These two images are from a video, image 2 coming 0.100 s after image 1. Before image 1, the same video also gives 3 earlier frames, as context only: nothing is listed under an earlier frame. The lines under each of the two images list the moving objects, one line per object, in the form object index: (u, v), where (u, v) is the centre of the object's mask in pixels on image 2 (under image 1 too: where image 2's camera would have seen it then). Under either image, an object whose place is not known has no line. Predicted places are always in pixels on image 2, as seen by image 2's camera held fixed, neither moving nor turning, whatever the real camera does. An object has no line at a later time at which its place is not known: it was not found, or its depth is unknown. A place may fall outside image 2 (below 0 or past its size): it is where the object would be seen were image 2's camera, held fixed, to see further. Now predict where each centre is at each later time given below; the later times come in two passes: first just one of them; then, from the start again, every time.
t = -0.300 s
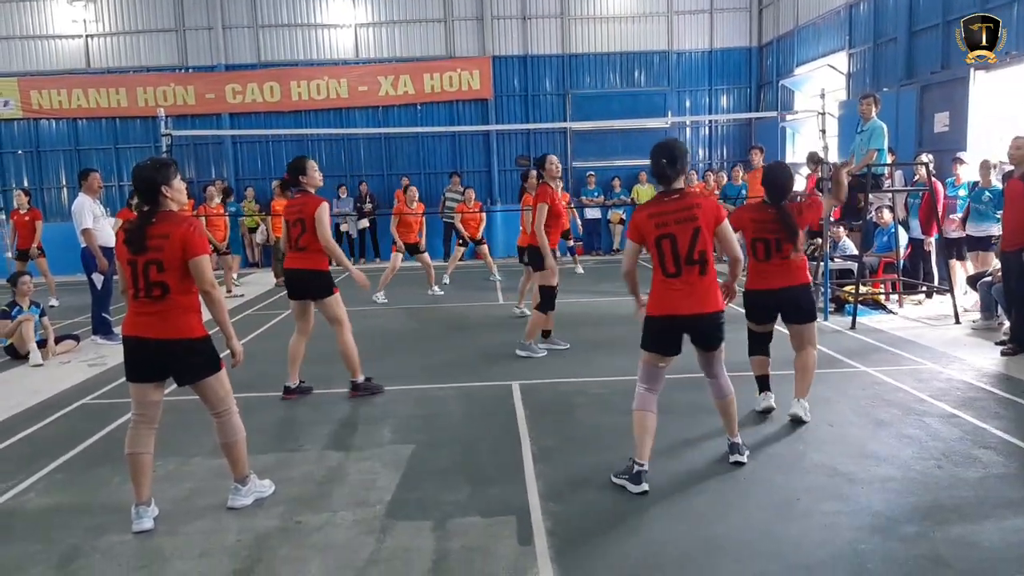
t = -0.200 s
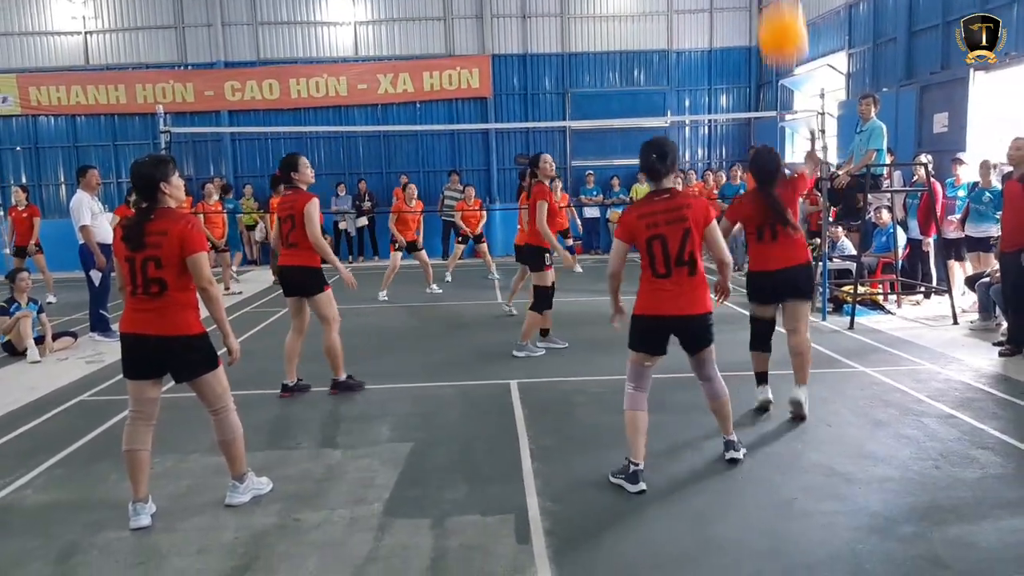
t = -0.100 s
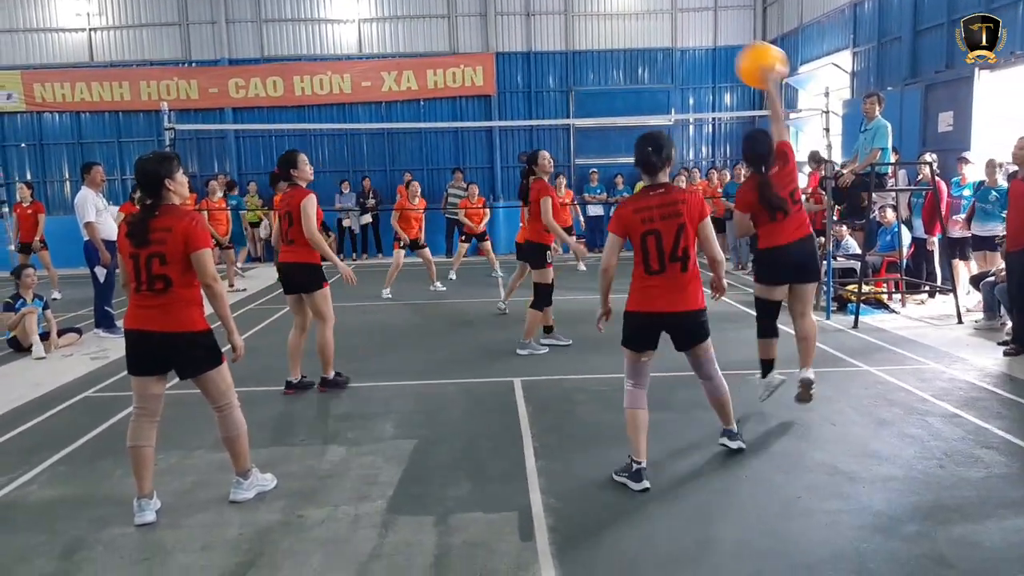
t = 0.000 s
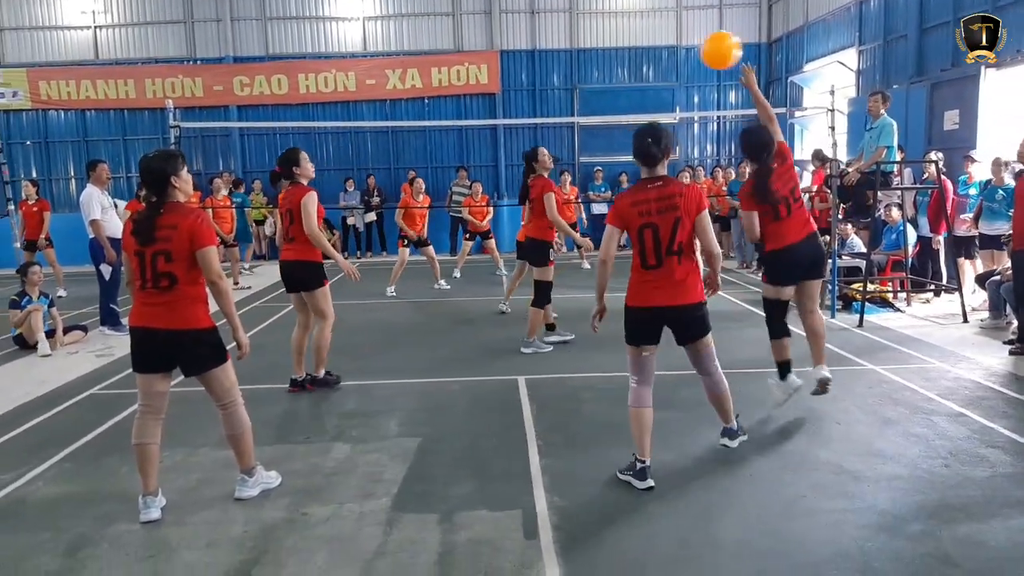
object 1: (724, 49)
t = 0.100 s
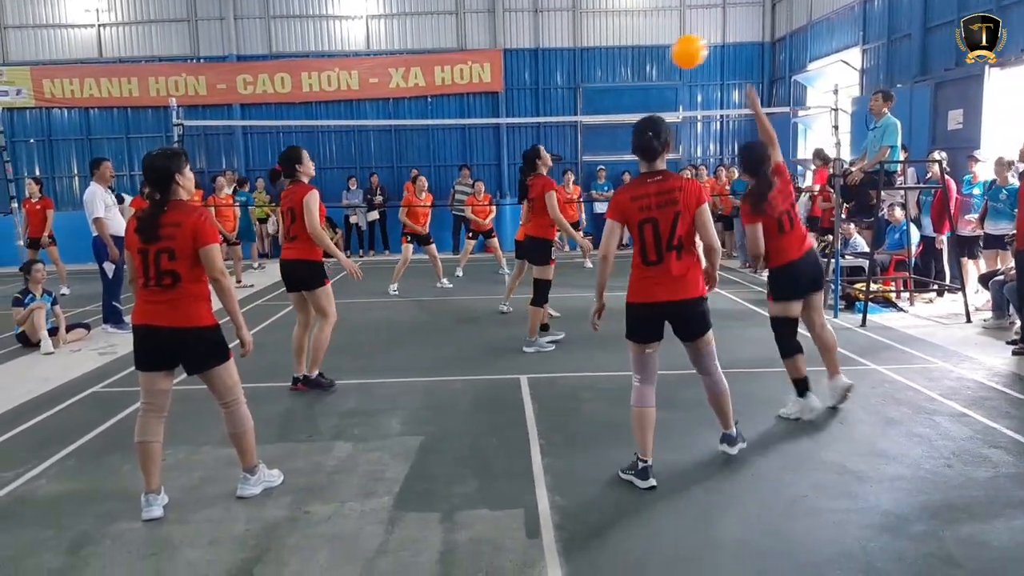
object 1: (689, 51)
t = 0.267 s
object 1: (646, 76)
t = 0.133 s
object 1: (679, 54)
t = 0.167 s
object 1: (670, 58)
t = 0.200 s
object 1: (661, 63)
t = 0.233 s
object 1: (654, 69)
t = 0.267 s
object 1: (646, 76)
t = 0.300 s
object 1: (639, 84)
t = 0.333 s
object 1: (633, 92)
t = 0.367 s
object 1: (627, 100)
